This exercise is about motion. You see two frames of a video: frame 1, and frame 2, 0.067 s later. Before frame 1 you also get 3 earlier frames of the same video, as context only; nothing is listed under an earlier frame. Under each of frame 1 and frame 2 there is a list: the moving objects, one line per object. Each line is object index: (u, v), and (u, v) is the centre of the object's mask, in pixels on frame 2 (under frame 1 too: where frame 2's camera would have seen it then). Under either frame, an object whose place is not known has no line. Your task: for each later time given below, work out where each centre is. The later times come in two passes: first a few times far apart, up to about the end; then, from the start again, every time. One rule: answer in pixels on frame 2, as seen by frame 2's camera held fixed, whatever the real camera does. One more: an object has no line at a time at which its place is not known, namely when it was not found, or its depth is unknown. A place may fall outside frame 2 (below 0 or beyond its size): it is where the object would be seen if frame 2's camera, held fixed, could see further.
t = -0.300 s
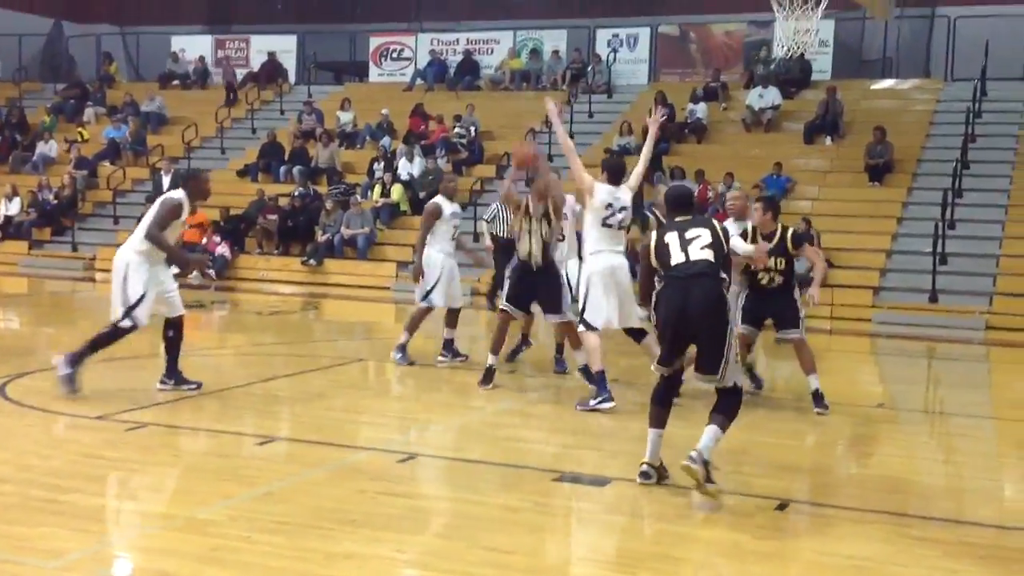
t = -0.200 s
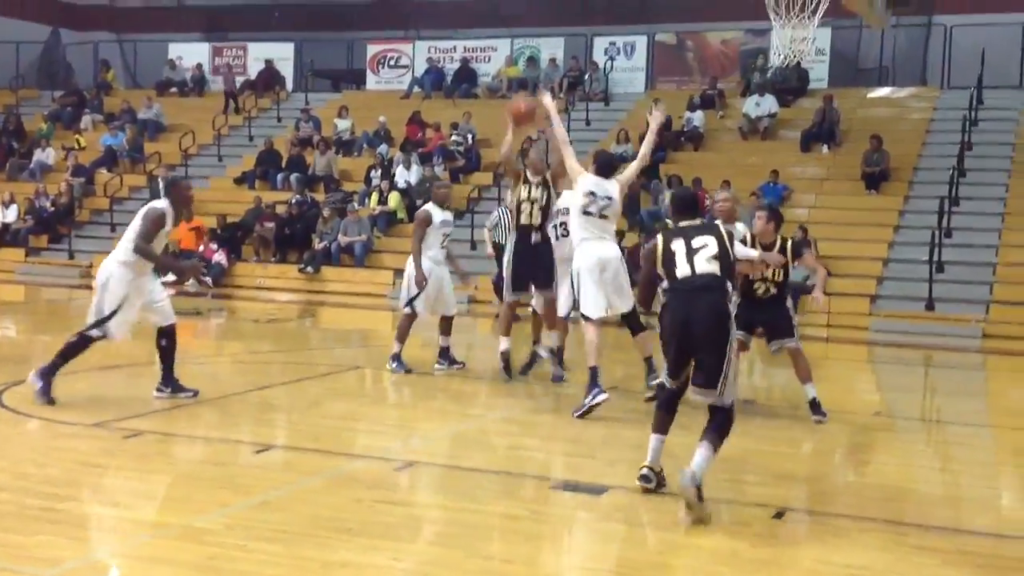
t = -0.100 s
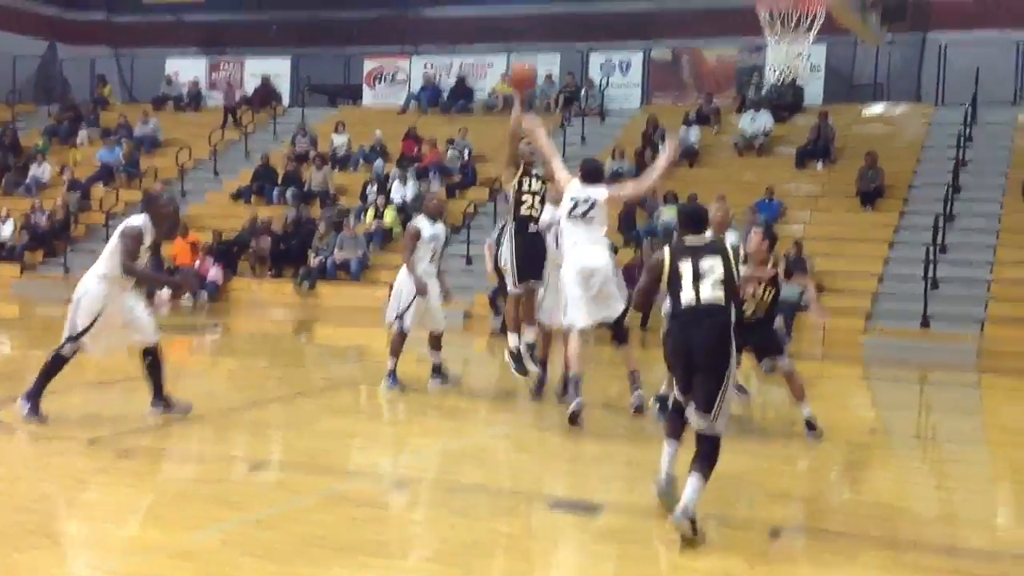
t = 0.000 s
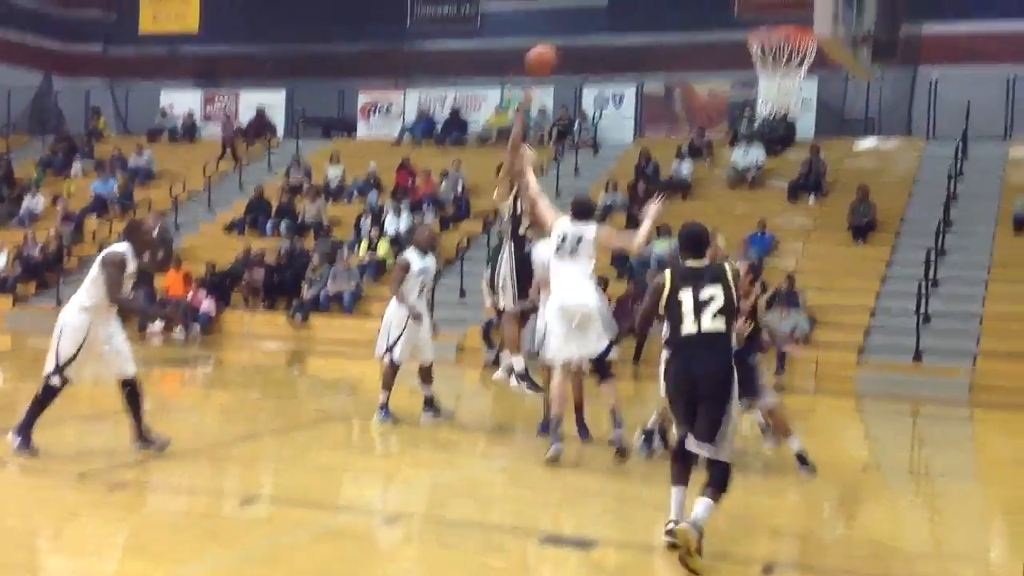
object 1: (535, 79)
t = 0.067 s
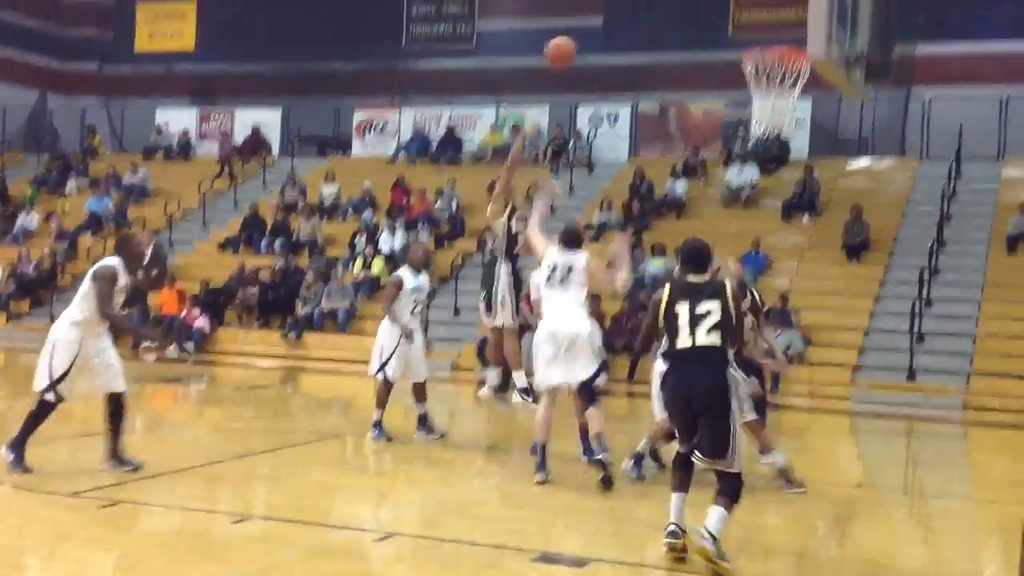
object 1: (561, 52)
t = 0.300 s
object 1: (645, -1)
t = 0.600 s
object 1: (760, 33)
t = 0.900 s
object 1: (758, 26)
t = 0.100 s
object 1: (572, 41)
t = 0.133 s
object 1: (585, 31)
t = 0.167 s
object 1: (596, 22)
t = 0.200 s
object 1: (608, 14)
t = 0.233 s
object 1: (620, 8)
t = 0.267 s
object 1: (632, 2)
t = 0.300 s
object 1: (645, -1)
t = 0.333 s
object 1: (657, -3)
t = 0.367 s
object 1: (669, -4)
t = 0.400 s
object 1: (682, -3)
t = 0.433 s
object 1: (695, 0)
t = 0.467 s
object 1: (707, 3)
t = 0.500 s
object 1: (719, 8)
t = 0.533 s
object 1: (732, 15)
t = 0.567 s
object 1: (746, 23)
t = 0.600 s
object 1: (760, 33)
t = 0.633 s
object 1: (772, 39)
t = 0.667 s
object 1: (781, 39)
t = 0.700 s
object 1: (788, 39)
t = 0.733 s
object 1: (792, 40)
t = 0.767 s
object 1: (790, 36)
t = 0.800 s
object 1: (783, 33)
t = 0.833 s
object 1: (776, 30)
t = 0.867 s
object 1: (768, 27)
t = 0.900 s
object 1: (758, 26)
